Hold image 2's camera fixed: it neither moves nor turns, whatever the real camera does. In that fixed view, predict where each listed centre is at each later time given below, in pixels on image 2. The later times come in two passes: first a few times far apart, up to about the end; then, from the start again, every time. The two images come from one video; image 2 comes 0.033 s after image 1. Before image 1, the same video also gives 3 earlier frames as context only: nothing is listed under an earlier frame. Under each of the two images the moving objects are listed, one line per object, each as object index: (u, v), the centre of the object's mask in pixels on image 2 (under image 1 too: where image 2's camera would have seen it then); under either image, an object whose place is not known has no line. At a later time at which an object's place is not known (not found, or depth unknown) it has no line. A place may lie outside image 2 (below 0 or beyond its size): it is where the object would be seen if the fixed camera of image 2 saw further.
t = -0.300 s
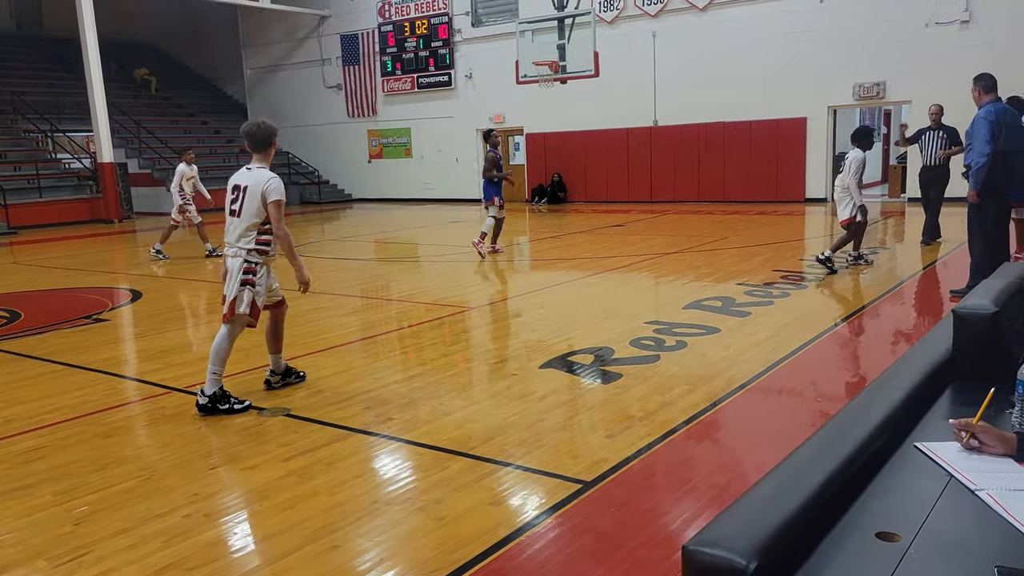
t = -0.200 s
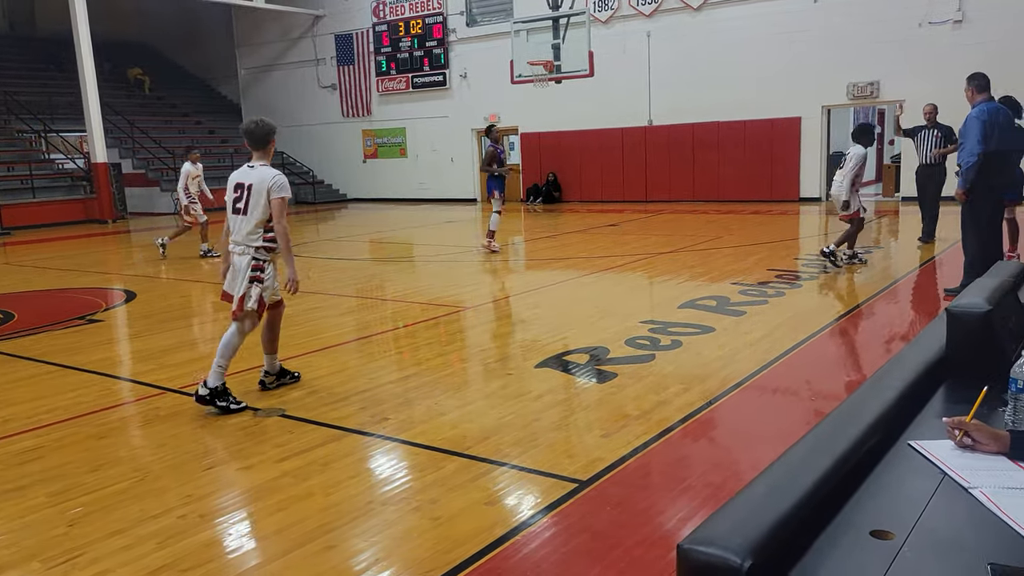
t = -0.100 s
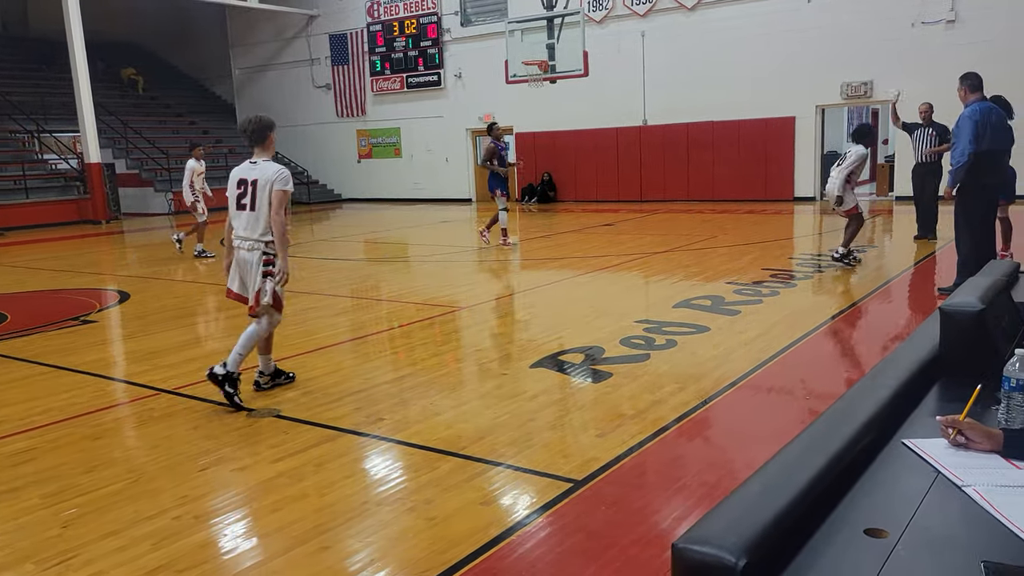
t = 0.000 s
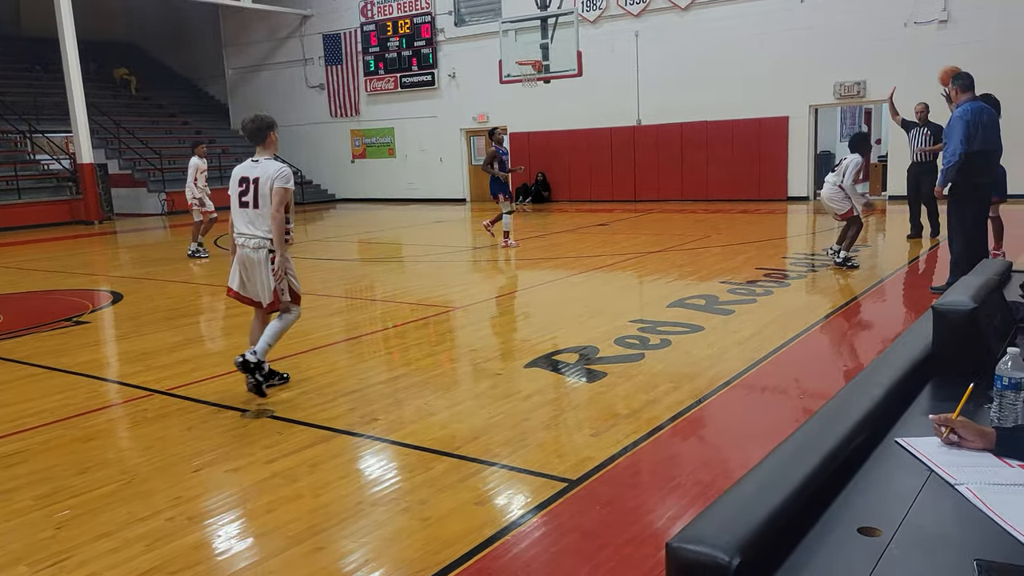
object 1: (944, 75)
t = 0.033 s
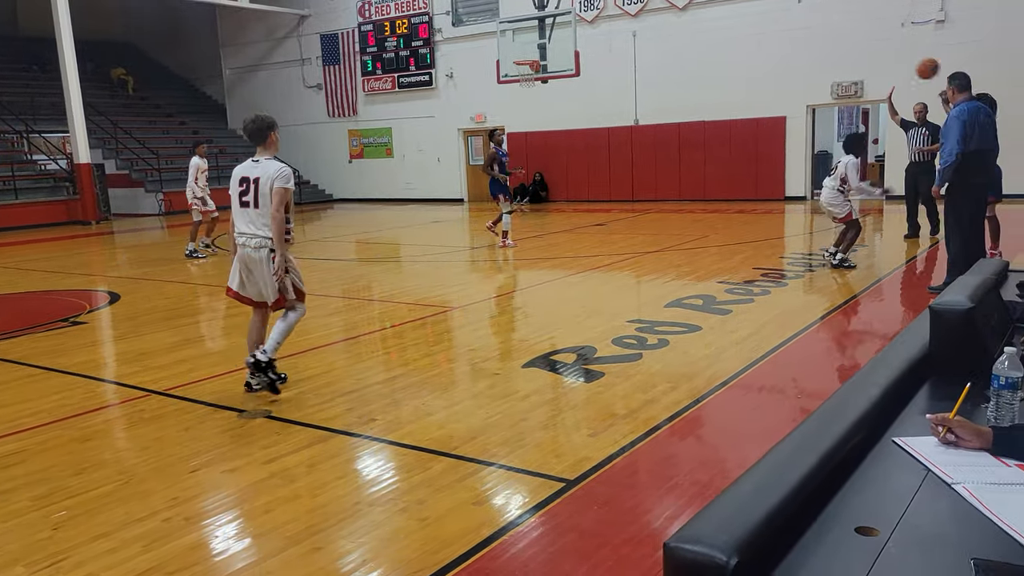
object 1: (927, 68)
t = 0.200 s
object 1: (836, 46)
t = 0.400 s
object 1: (745, 51)
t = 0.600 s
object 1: (673, 82)
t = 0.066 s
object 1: (908, 61)
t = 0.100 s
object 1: (888, 56)
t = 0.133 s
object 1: (870, 51)
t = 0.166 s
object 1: (853, 48)
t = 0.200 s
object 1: (836, 46)
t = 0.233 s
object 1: (819, 45)
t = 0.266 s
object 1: (803, 44)
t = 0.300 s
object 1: (788, 45)
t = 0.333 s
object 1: (774, 46)
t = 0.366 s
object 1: (759, 48)
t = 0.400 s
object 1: (745, 51)
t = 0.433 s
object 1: (732, 55)
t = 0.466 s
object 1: (719, 59)
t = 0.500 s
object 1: (707, 64)
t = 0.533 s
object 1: (695, 70)
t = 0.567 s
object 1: (684, 76)
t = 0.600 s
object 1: (673, 82)
